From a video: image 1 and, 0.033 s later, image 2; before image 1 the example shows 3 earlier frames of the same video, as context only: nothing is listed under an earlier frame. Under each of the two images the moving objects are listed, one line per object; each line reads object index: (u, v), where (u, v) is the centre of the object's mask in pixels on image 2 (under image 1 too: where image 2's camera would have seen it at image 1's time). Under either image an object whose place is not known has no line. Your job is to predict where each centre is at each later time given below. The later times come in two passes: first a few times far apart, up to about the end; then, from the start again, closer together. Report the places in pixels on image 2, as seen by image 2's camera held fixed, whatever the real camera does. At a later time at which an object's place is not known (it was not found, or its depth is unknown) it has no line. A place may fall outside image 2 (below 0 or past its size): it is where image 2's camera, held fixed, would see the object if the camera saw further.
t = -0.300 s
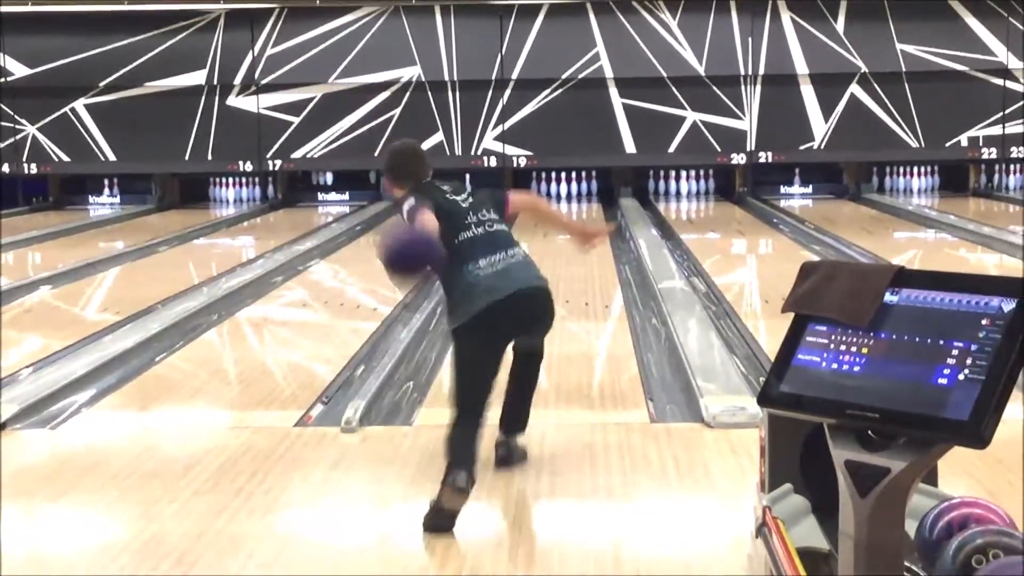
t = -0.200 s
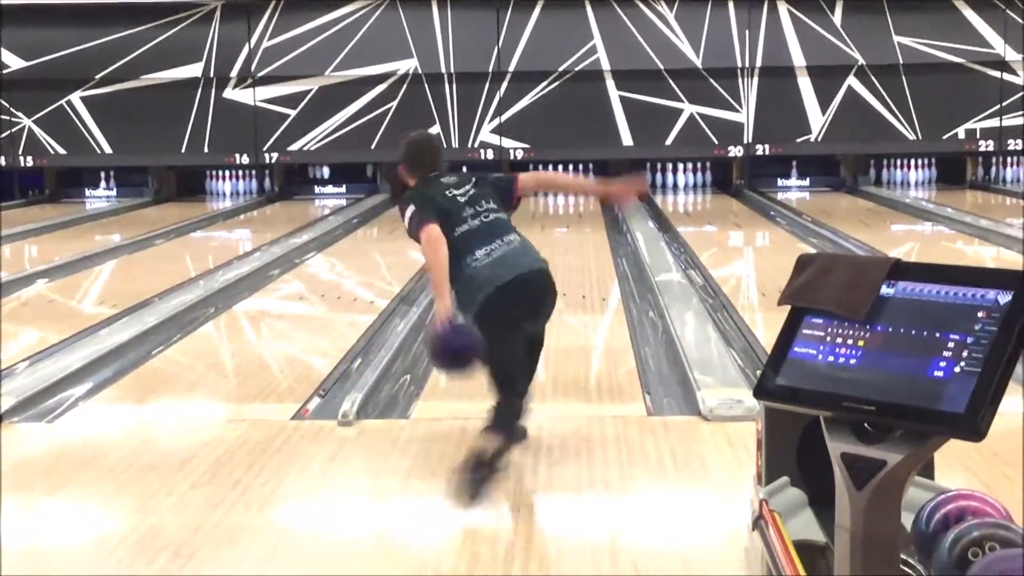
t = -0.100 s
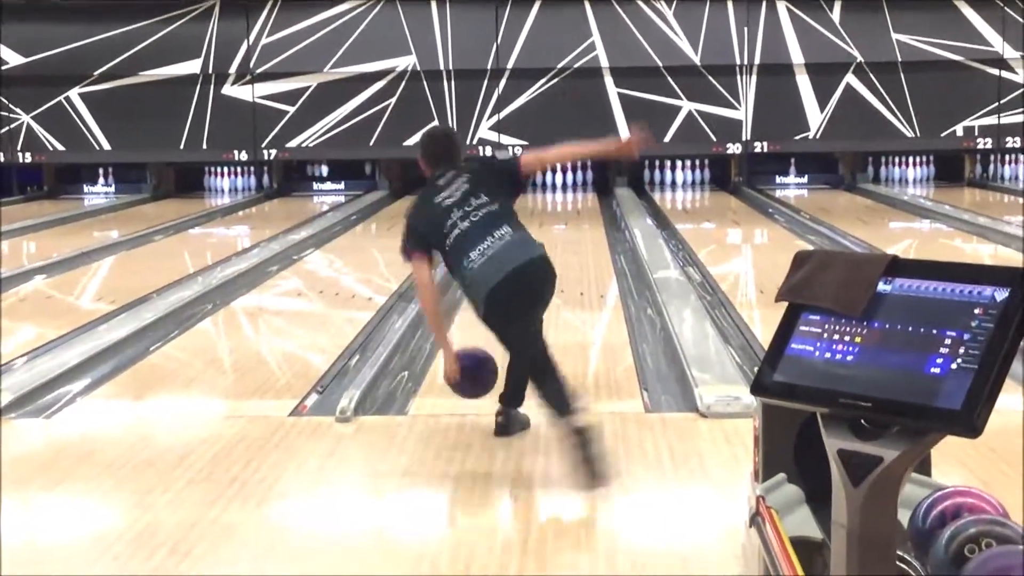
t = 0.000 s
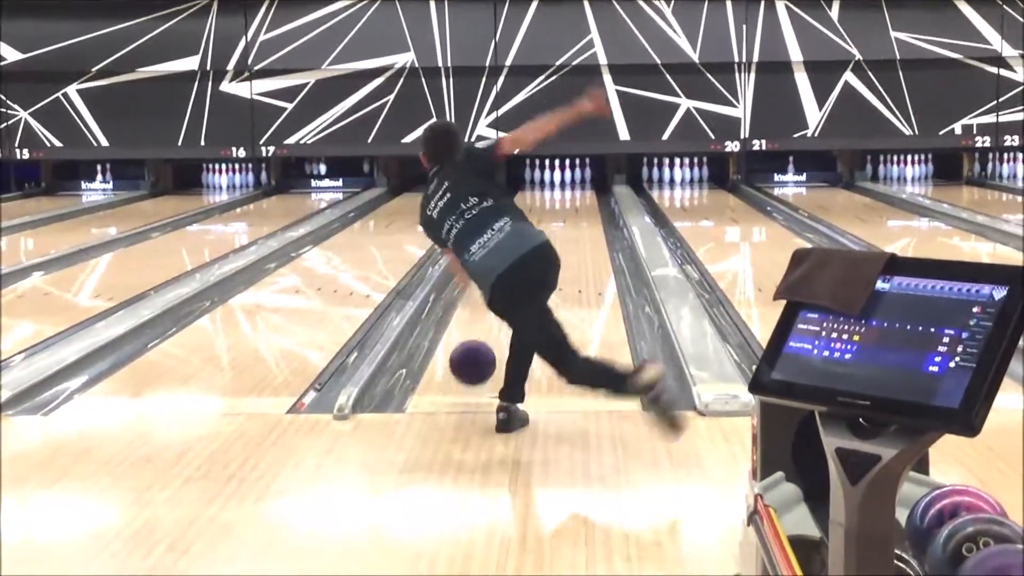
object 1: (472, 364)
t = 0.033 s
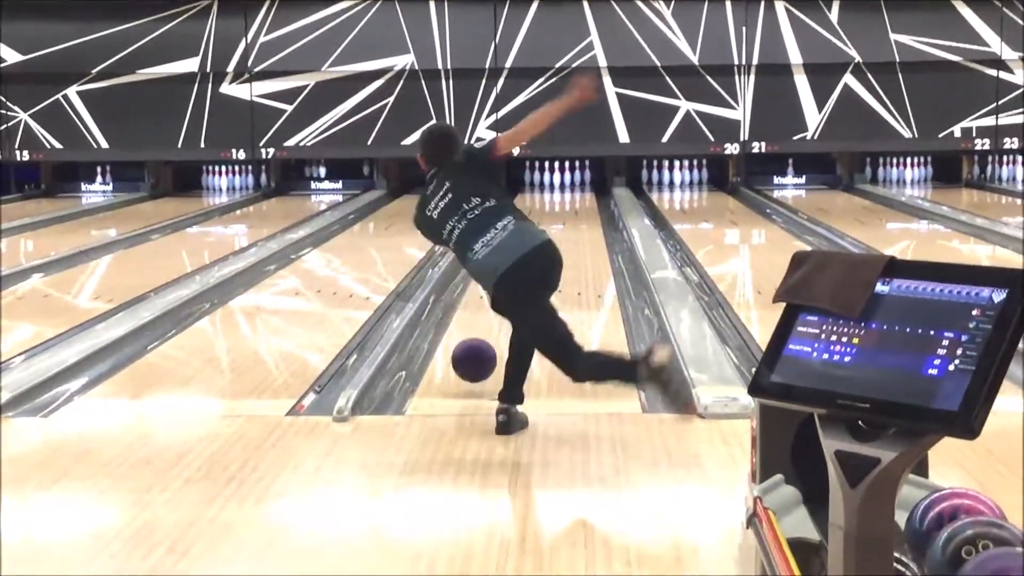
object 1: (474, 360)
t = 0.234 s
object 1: (483, 325)
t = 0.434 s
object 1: (490, 292)
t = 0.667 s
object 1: (489, 267)
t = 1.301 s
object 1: (516, 217)
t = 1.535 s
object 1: (520, 207)
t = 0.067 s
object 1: (476, 358)
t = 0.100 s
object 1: (477, 354)
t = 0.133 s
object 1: (479, 345)
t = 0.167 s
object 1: (480, 338)
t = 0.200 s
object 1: (482, 331)
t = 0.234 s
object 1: (483, 325)
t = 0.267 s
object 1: (484, 319)
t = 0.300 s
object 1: (485, 313)
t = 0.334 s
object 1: (486, 307)
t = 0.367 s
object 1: (488, 302)
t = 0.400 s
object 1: (489, 297)
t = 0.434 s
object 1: (490, 292)
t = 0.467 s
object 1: (491, 287)
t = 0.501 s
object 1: (493, 283)
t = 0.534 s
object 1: (493, 280)
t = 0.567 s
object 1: (493, 275)
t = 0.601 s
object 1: (493, 273)
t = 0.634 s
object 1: (492, 270)
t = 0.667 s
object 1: (489, 267)
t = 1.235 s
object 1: (518, 221)
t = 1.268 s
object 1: (517, 219)
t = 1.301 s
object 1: (516, 217)
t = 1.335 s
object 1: (516, 216)
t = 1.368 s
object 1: (515, 214)
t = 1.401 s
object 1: (517, 213)
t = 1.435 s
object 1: (517, 211)
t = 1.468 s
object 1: (518, 210)
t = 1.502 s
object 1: (519, 208)
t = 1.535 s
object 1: (520, 207)
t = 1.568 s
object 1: (521, 205)
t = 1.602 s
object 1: (522, 204)
